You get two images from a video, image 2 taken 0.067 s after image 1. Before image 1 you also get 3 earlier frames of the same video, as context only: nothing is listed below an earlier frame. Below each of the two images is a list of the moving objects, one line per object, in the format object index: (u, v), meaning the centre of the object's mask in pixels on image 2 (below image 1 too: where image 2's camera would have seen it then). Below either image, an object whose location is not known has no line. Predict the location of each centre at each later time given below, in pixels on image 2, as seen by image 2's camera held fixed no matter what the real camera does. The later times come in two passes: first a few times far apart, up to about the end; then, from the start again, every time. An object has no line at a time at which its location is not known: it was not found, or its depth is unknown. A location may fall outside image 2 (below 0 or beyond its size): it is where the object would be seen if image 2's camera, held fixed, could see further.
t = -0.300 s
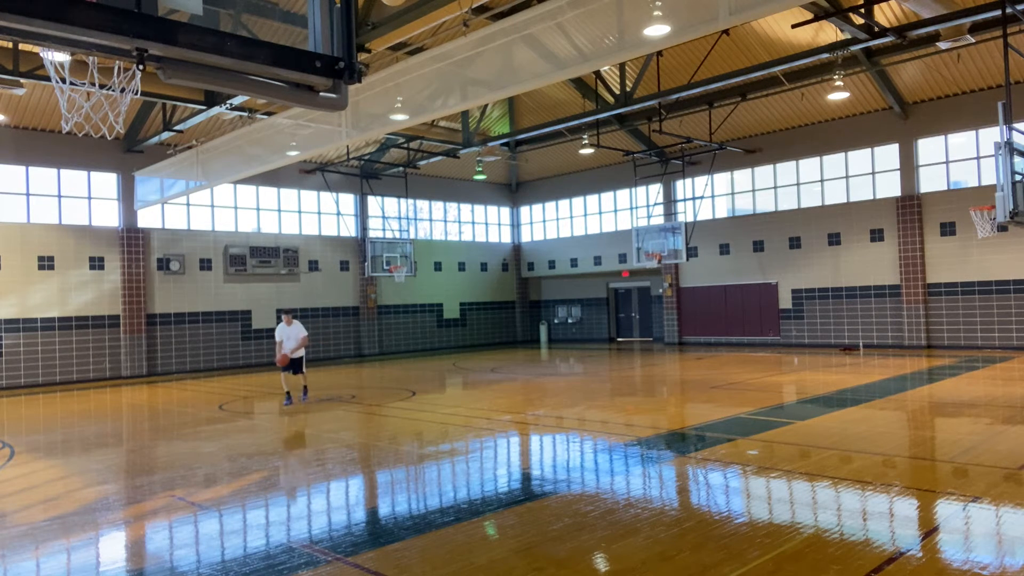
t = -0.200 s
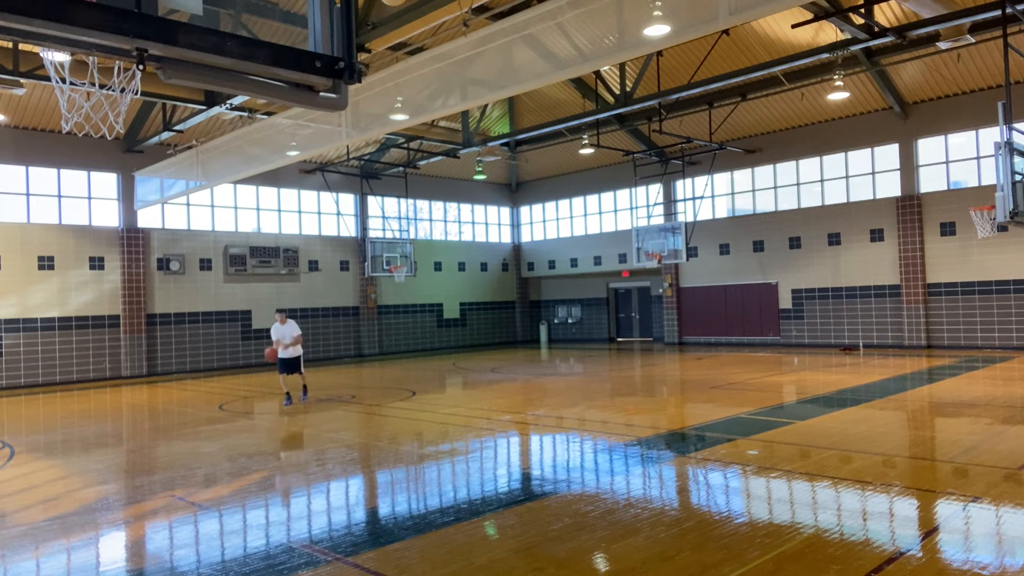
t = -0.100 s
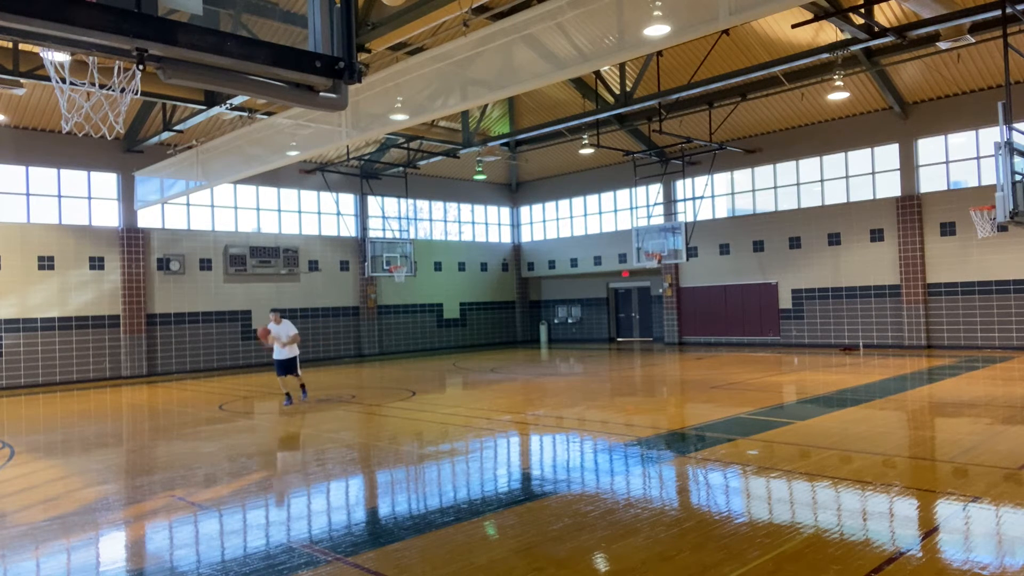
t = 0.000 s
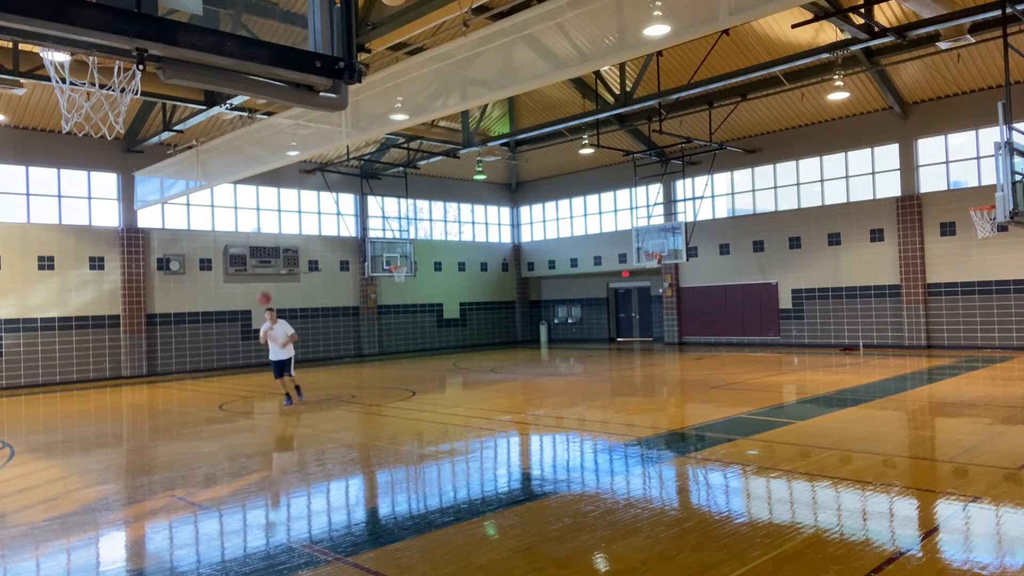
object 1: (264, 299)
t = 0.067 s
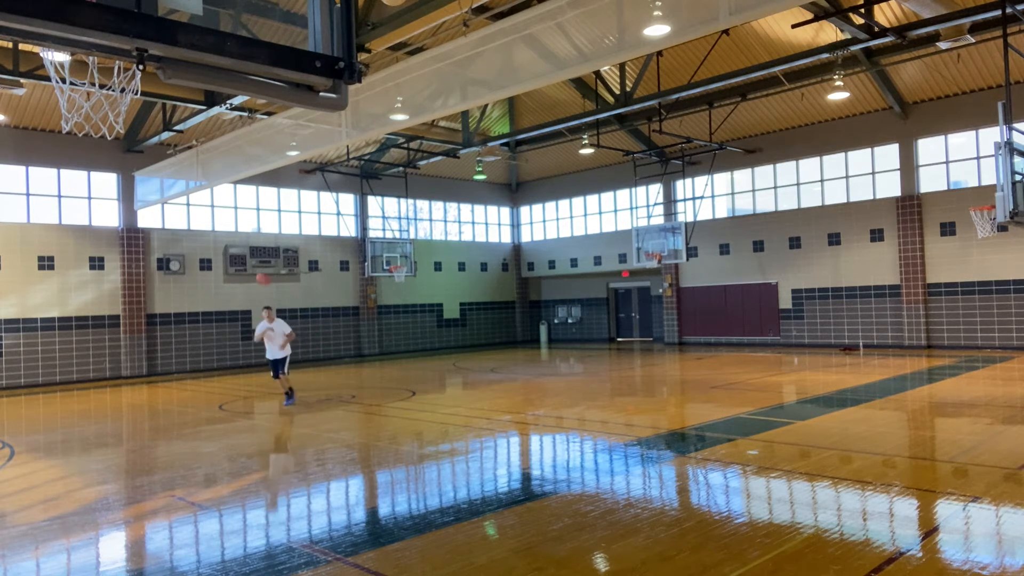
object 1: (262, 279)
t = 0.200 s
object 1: (263, 246)
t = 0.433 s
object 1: (263, 212)
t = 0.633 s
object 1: (263, 207)
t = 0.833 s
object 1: (265, 228)
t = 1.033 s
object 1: (268, 275)
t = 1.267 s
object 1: (273, 367)
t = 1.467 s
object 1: (273, 401)
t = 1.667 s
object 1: (263, 342)
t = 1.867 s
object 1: (254, 312)
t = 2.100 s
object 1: (245, 313)
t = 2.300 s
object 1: (237, 347)
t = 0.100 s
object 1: (262, 269)
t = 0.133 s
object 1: (262, 262)
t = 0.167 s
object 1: (263, 253)
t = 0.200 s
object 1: (263, 246)
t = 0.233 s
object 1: (263, 240)
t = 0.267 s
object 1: (263, 234)
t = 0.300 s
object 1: (262, 228)
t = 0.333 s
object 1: (262, 223)
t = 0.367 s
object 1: (263, 218)
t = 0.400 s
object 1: (263, 215)
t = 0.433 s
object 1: (263, 212)
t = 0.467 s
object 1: (263, 209)
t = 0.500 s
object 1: (263, 208)
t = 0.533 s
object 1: (263, 207)
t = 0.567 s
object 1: (263, 206)
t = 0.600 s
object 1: (263, 206)
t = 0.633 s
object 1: (263, 207)
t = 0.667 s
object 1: (264, 209)
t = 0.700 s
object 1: (264, 211)
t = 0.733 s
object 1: (264, 214)
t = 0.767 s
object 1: (265, 218)
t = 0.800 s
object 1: (265, 223)
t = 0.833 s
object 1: (265, 228)
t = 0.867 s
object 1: (265, 235)
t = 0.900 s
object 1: (266, 241)
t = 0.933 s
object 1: (266, 248)
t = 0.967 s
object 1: (266, 256)
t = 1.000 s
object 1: (266, 266)
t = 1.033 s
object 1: (268, 275)
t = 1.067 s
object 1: (269, 287)
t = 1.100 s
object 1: (270, 298)
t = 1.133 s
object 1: (270, 311)
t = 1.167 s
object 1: (271, 324)
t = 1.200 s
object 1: (271, 337)
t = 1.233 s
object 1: (272, 351)
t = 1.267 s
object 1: (273, 367)
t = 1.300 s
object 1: (273, 385)
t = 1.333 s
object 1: (274, 402)
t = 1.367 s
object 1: (276, 421)
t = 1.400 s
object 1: (275, 427)
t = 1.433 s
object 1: (274, 413)
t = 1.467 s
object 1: (273, 401)
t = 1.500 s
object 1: (271, 390)
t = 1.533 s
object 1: (269, 379)
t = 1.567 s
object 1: (268, 368)
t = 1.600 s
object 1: (266, 359)
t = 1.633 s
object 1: (264, 350)
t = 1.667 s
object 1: (263, 342)
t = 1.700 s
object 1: (262, 336)
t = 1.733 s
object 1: (260, 329)
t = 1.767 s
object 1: (258, 324)
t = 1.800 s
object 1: (257, 319)
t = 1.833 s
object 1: (256, 315)
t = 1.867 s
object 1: (254, 312)
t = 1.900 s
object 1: (253, 309)
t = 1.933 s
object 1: (252, 308)
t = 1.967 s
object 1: (250, 307)
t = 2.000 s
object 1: (249, 307)
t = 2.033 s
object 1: (248, 308)
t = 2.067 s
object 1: (246, 310)
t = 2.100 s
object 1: (245, 313)
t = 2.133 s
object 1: (243, 316)
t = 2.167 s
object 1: (242, 320)
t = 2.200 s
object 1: (241, 325)
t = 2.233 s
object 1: (240, 331)
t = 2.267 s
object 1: (238, 339)
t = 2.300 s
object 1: (237, 347)
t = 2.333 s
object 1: (236, 357)
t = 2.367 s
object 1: (234, 366)
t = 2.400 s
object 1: (233, 378)
